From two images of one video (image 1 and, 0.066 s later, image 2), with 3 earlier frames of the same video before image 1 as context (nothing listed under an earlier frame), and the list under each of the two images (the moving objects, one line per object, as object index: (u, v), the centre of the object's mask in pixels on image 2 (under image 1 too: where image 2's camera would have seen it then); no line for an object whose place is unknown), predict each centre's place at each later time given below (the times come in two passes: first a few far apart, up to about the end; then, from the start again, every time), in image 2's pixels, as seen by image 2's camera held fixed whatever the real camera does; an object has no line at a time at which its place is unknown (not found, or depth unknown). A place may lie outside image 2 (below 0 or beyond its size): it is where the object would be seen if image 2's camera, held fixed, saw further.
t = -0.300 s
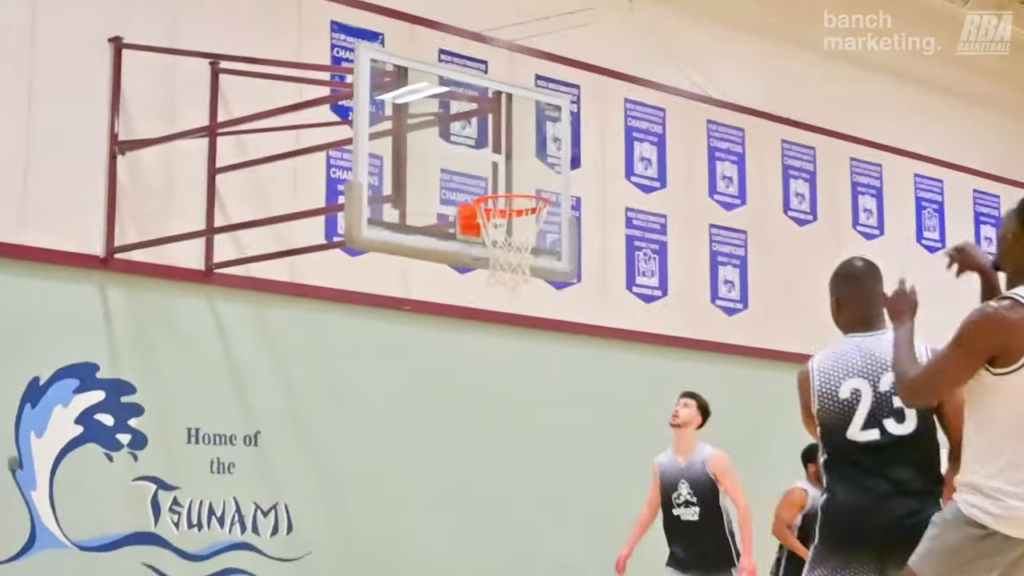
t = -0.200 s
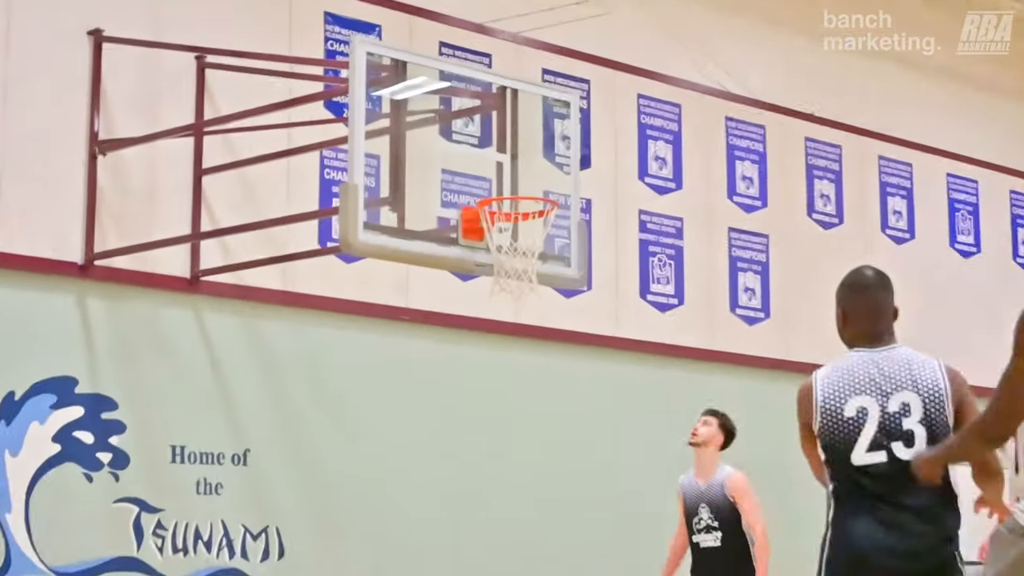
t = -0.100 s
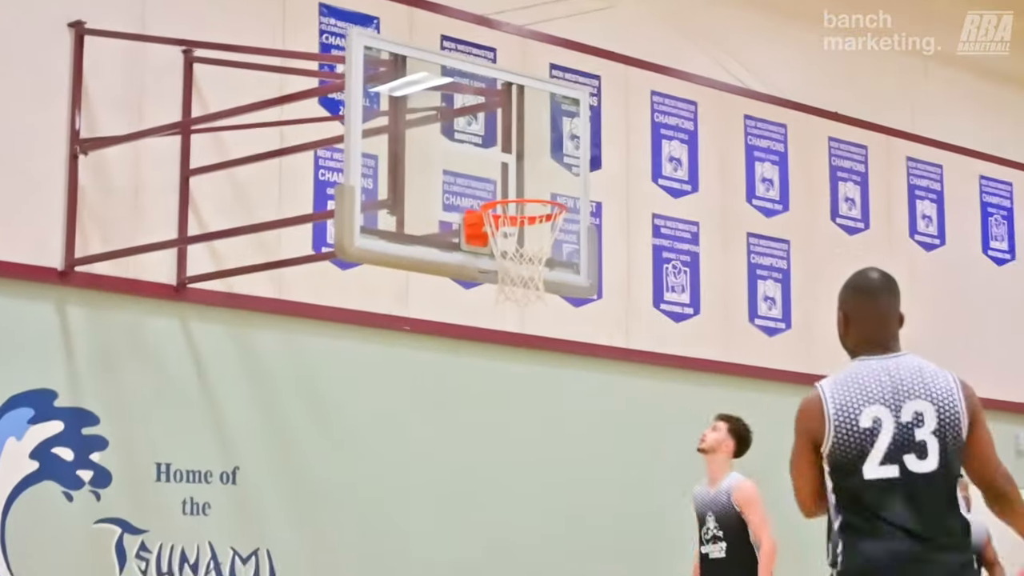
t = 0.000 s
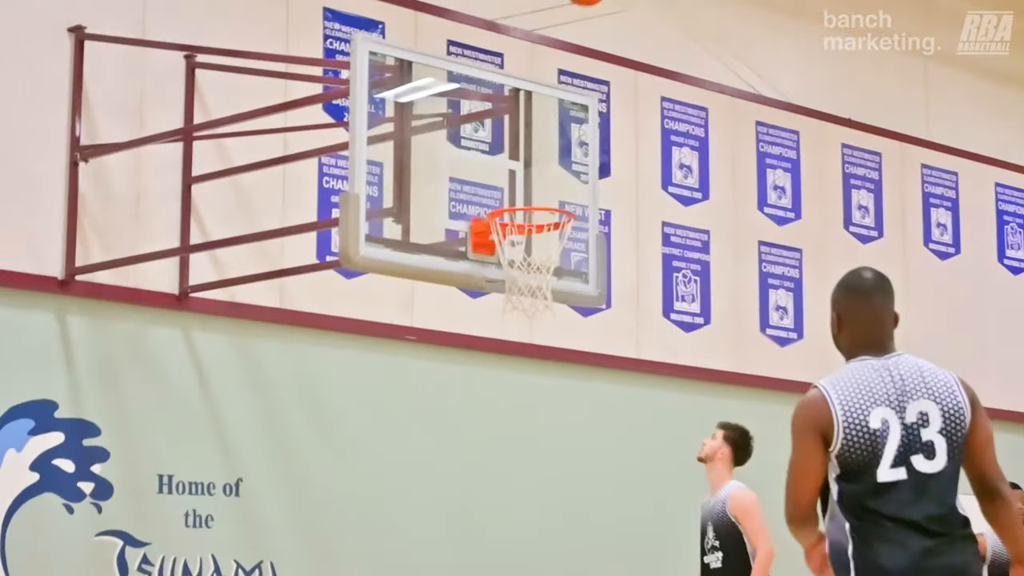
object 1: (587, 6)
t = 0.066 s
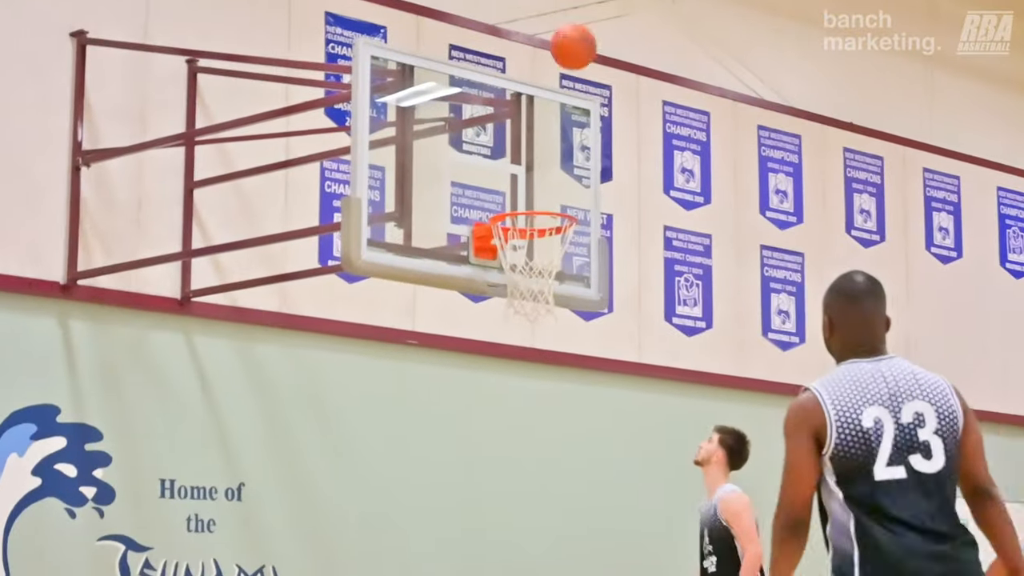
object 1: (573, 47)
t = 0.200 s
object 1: (547, 181)
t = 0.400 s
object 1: (525, 282)
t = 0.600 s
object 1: (515, 348)
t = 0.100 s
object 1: (567, 77)
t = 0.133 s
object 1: (560, 112)
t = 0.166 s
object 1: (554, 146)
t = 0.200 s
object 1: (547, 181)
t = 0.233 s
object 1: (542, 218)
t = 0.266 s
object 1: (535, 253)
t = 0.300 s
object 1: (531, 260)
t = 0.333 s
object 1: (527, 275)
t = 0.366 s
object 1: (529, 280)
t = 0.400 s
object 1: (525, 282)
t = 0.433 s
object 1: (523, 288)
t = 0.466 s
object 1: (521, 296)
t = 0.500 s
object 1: (519, 306)
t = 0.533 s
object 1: (517, 318)
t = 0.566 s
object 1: (516, 333)
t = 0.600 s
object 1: (515, 348)
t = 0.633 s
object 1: (513, 365)
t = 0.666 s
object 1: (511, 385)
